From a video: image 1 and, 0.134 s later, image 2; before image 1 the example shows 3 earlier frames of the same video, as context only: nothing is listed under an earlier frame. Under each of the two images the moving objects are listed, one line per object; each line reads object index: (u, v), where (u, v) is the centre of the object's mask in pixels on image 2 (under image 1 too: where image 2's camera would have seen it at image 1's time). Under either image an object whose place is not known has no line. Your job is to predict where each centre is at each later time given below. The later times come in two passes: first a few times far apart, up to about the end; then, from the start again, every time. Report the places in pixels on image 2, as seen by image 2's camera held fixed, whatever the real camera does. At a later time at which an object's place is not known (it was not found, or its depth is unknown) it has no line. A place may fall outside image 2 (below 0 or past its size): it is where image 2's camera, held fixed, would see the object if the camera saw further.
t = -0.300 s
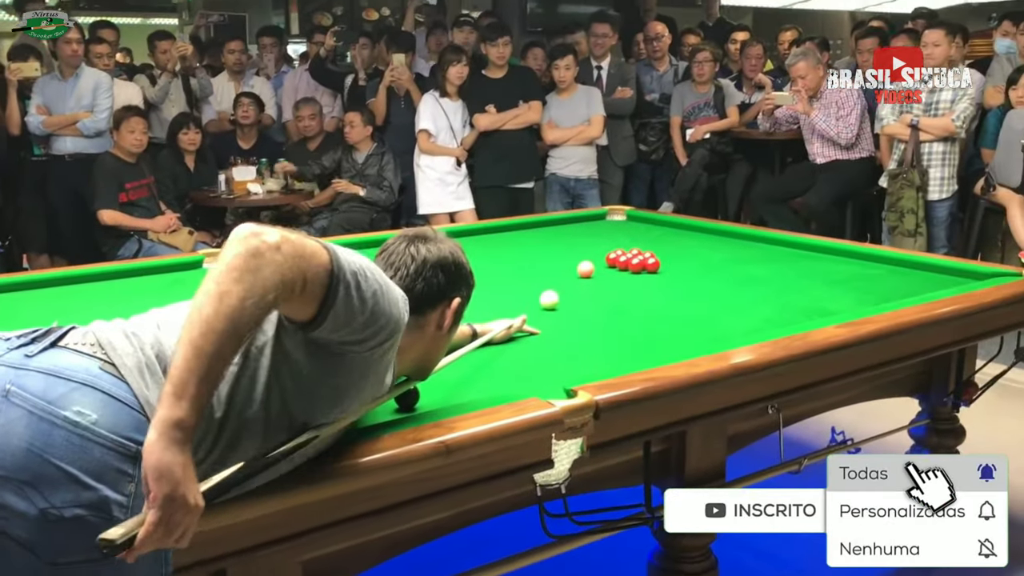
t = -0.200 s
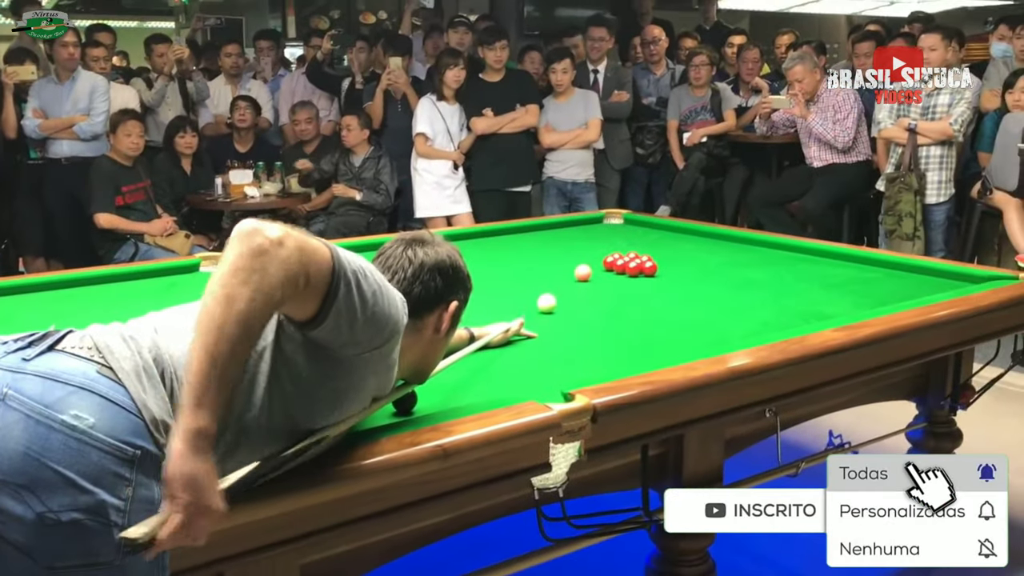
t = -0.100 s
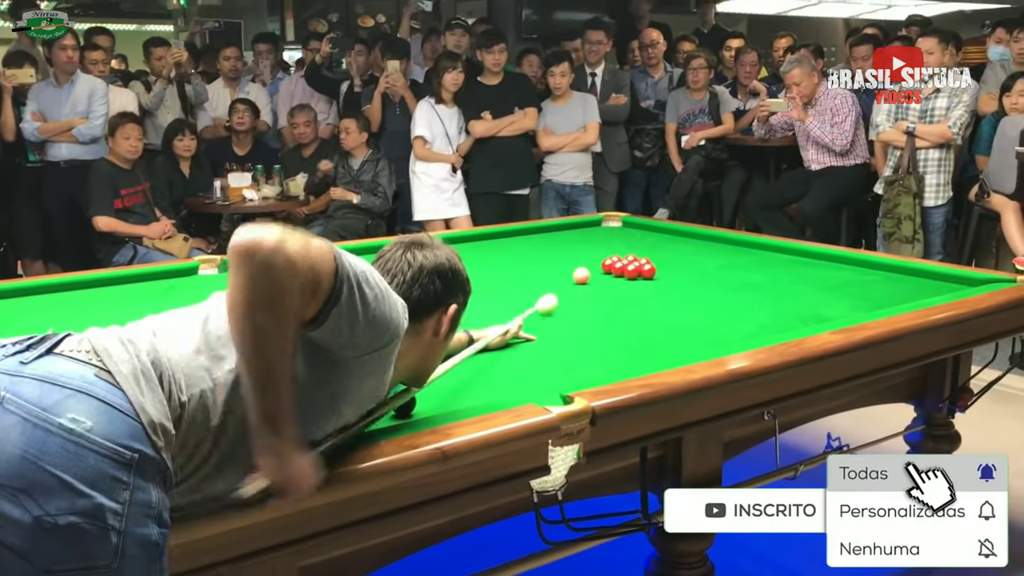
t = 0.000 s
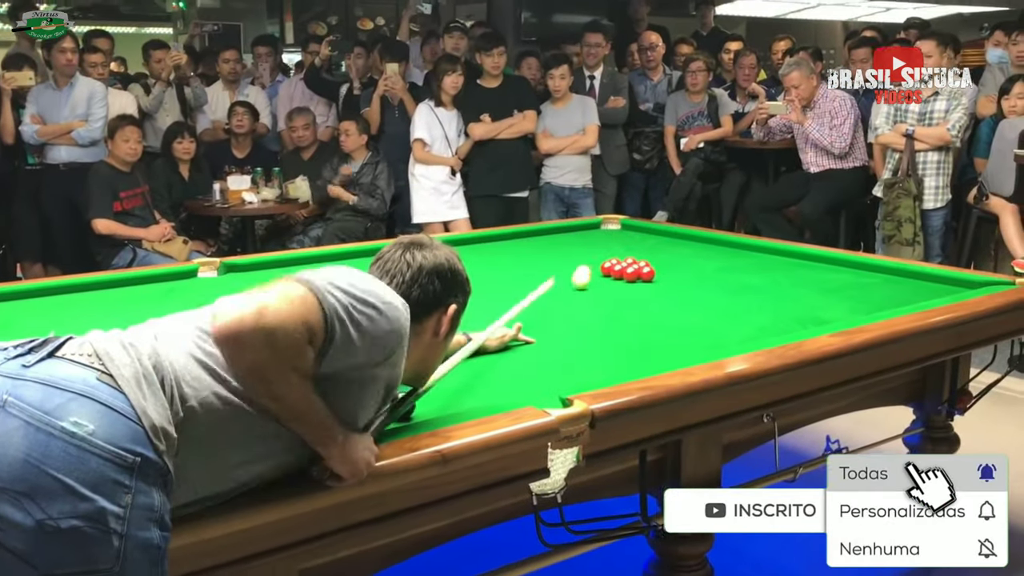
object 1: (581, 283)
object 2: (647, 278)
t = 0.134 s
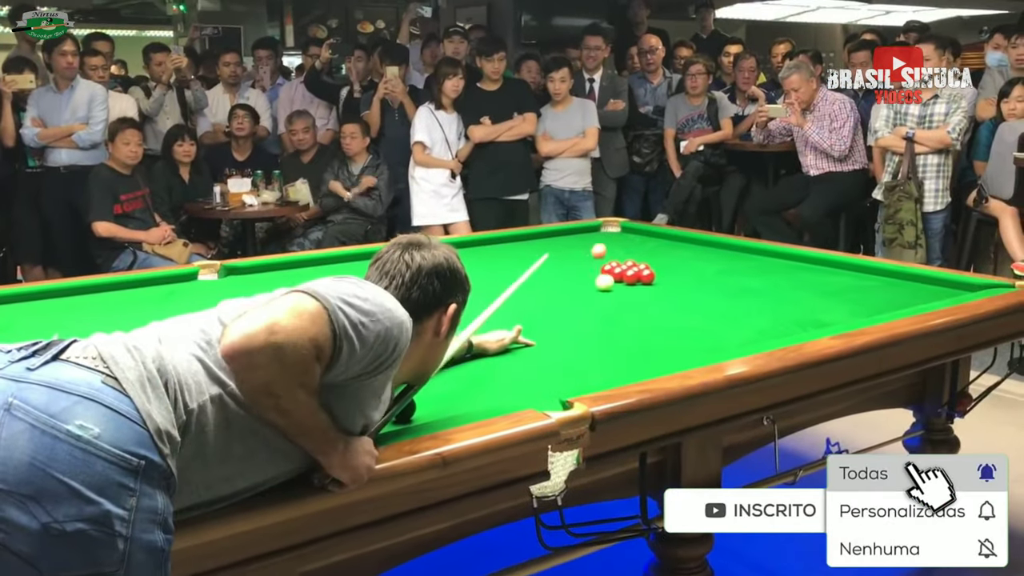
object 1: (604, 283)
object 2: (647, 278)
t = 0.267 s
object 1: (627, 280)
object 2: (649, 277)
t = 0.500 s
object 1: (651, 277)
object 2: (668, 276)
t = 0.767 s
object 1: (676, 274)
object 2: (700, 275)
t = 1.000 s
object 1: (696, 271)
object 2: (726, 273)
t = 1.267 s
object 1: (717, 268)
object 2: (756, 271)
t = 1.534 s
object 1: (736, 266)
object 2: (783, 270)
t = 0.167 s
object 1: (610, 282)
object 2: (647, 278)
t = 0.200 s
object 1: (617, 281)
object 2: (647, 277)
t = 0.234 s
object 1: (623, 280)
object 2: (647, 277)
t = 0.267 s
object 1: (627, 280)
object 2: (649, 277)
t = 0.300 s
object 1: (630, 280)
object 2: (652, 277)
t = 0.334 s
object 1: (633, 279)
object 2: (655, 277)
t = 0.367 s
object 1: (637, 280)
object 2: (657, 277)
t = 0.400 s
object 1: (640, 279)
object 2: (660, 277)
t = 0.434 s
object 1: (644, 278)
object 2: (663, 276)
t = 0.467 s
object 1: (647, 278)
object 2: (665, 276)
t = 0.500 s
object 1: (651, 277)
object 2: (668, 276)
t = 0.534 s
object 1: (655, 276)
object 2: (671, 276)
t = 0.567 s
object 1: (658, 276)
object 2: (675, 276)
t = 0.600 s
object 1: (661, 276)
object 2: (679, 276)
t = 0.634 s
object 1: (664, 275)
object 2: (683, 275)
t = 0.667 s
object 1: (667, 275)
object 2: (687, 275)
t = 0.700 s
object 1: (670, 274)
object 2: (691, 275)
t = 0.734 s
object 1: (673, 274)
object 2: (696, 275)
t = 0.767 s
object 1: (676, 274)
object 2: (700, 275)
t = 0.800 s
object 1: (679, 273)
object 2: (704, 274)
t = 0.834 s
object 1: (682, 273)
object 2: (707, 274)
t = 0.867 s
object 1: (685, 272)
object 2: (711, 274)
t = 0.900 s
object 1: (688, 272)
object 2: (715, 274)
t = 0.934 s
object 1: (690, 272)
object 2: (719, 274)
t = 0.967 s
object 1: (693, 271)
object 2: (722, 274)
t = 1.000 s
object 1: (696, 271)
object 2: (726, 273)
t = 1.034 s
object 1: (699, 270)
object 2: (730, 273)
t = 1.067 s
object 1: (701, 270)
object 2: (734, 273)
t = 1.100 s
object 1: (704, 269)
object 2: (737, 273)
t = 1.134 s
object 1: (707, 269)
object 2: (741, 272)
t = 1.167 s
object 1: (709, 269)
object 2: (745, 272)
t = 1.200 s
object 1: (712, 269)
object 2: (748, 272)
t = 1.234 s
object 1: (714, 268)
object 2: (752, 272)
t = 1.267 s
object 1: (717, 268)
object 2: (756, 271)
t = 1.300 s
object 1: (720, 268)
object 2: (759, 271)
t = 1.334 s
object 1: (722, 267)
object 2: (763, 271)
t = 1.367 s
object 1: (725, 267)
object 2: (766, 271)
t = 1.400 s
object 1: (727, 267)
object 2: (769, 271)
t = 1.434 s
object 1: (729, 266)
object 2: (773, 271)
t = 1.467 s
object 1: (732, 266)
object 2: (776, 271)
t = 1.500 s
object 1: (734, 266)
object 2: (779, 270)
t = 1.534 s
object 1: (736, 266)
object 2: (783, 270)
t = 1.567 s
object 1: (739, 265)
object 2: (786, 270)
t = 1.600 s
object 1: (741, 265)
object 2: (789, 270)
